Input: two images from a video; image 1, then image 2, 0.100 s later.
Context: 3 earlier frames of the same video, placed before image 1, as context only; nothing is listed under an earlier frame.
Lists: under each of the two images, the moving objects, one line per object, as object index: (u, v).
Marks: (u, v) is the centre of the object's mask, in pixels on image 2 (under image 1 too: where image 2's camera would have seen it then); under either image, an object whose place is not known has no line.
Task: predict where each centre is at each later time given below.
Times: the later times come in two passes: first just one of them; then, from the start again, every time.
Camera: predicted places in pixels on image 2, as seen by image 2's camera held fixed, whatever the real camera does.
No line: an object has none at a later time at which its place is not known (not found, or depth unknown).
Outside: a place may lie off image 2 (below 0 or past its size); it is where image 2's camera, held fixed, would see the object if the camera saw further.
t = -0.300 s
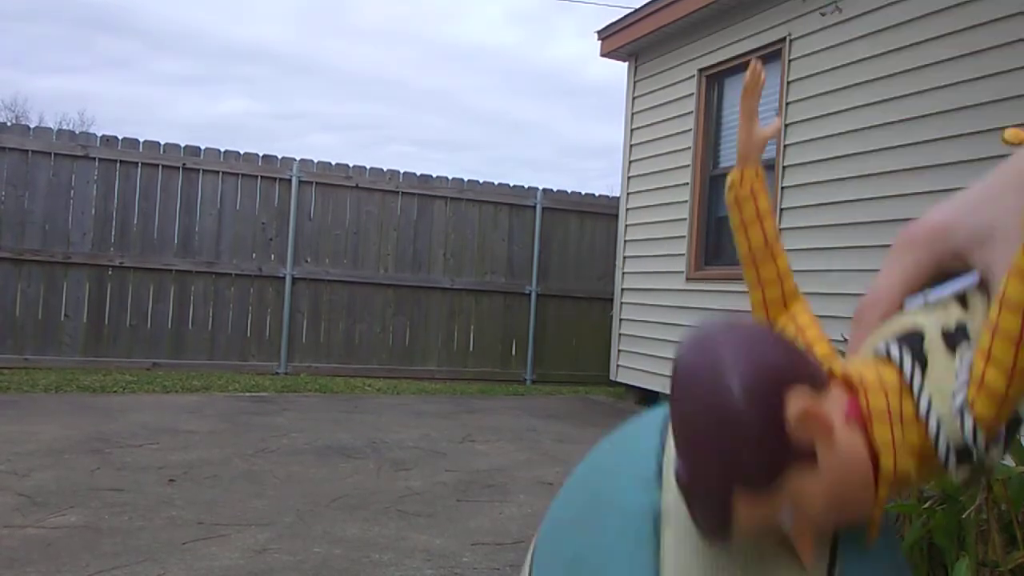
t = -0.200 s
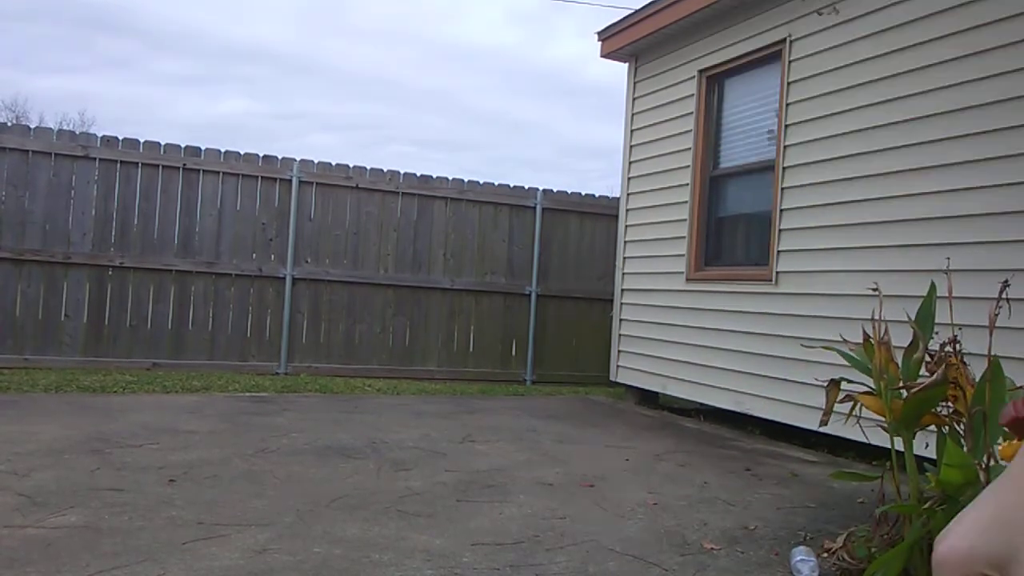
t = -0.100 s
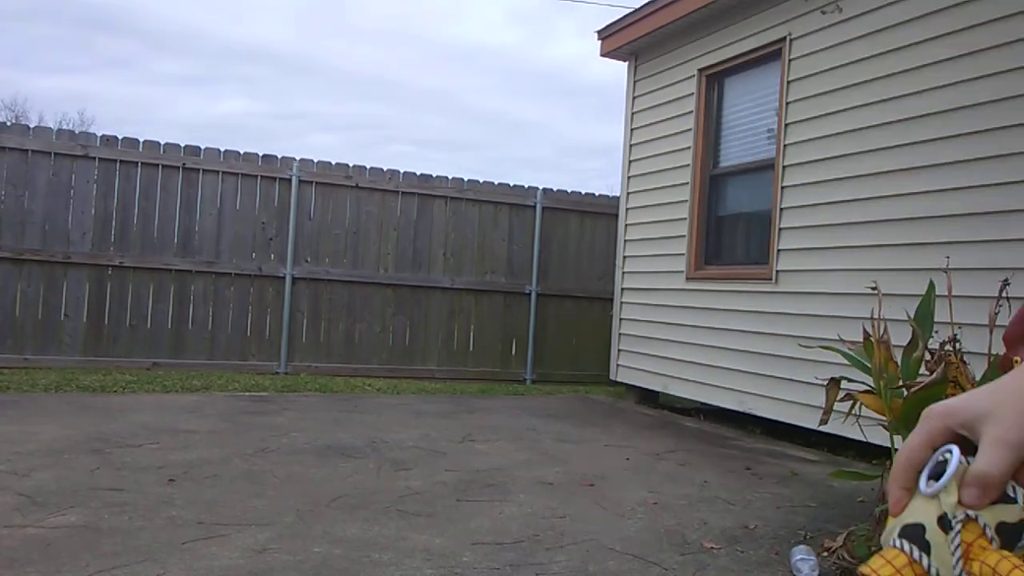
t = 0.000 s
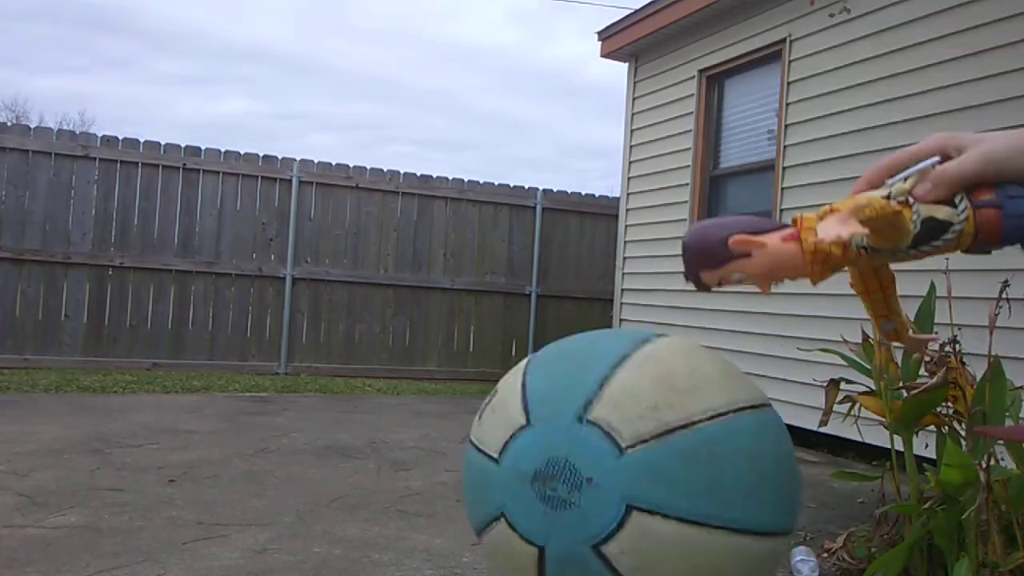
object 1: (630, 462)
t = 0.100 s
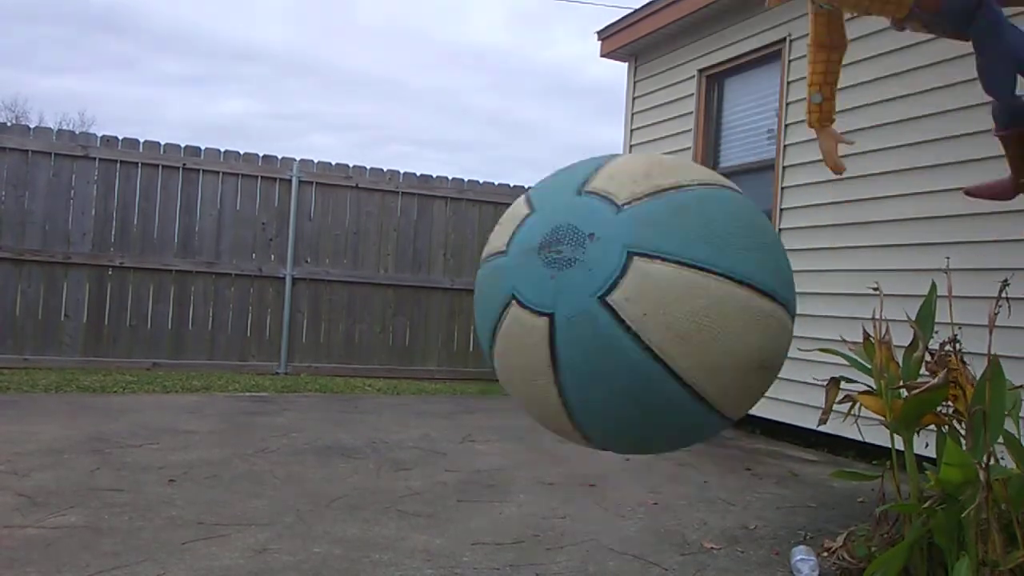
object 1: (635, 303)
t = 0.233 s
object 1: (630, 260)
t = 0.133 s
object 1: (635, 271)
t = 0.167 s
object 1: (634, 253)
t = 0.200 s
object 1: (632, 250)
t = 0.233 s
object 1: (630, 260)
